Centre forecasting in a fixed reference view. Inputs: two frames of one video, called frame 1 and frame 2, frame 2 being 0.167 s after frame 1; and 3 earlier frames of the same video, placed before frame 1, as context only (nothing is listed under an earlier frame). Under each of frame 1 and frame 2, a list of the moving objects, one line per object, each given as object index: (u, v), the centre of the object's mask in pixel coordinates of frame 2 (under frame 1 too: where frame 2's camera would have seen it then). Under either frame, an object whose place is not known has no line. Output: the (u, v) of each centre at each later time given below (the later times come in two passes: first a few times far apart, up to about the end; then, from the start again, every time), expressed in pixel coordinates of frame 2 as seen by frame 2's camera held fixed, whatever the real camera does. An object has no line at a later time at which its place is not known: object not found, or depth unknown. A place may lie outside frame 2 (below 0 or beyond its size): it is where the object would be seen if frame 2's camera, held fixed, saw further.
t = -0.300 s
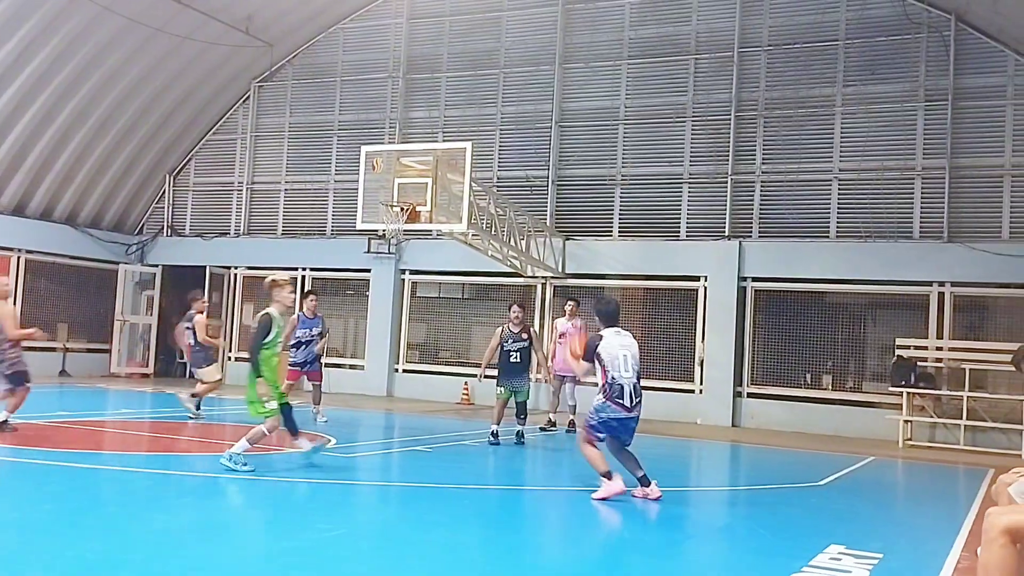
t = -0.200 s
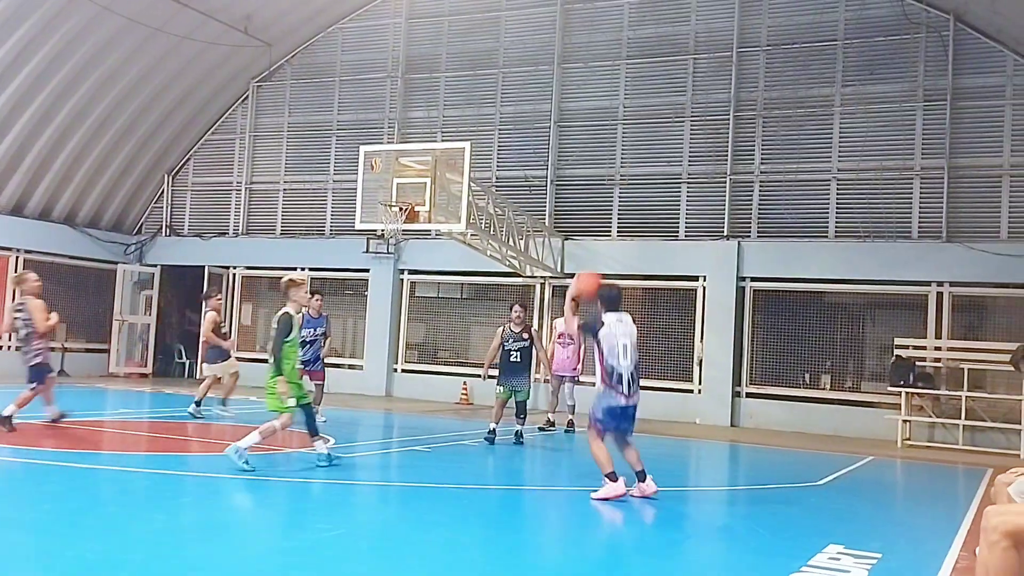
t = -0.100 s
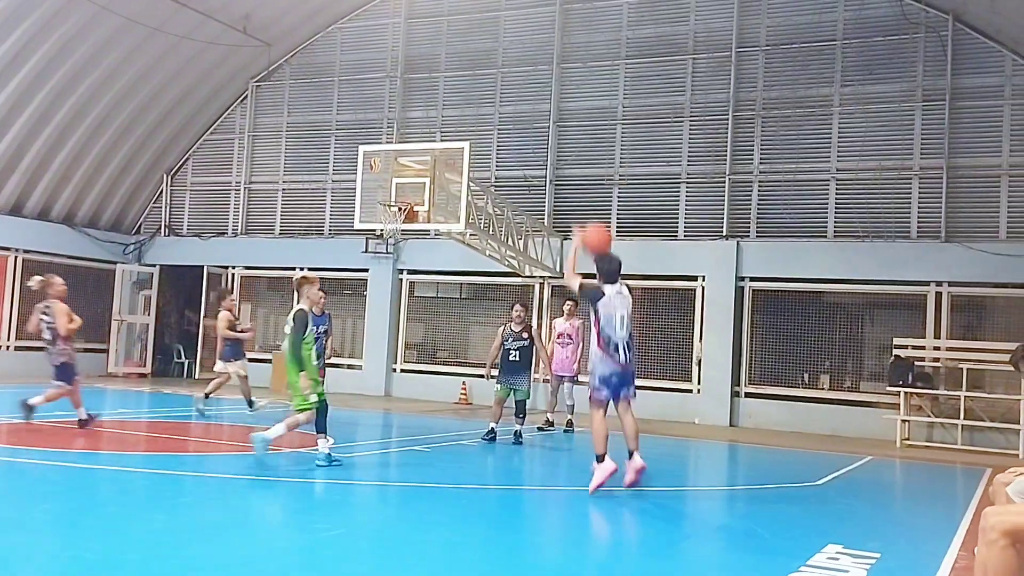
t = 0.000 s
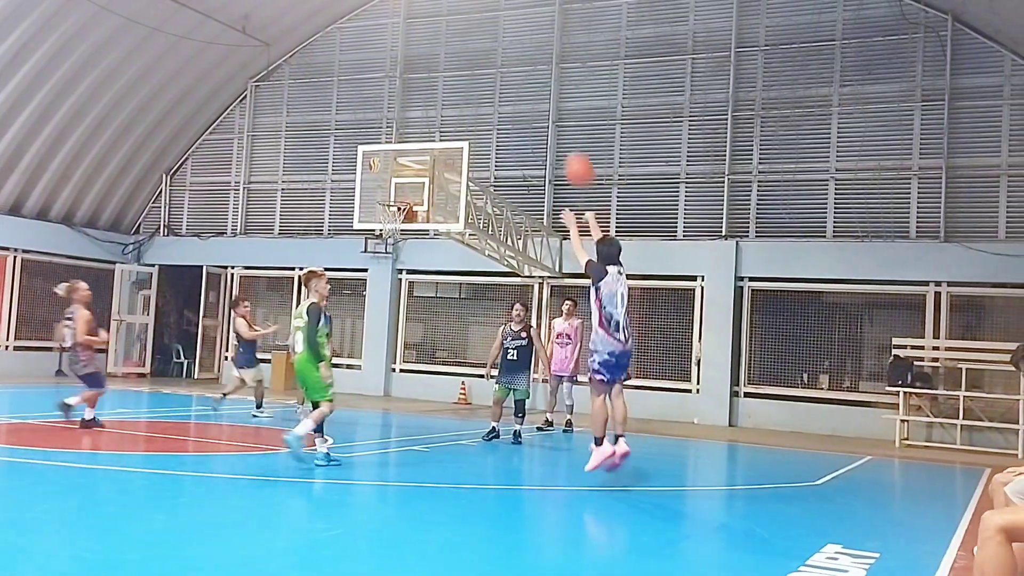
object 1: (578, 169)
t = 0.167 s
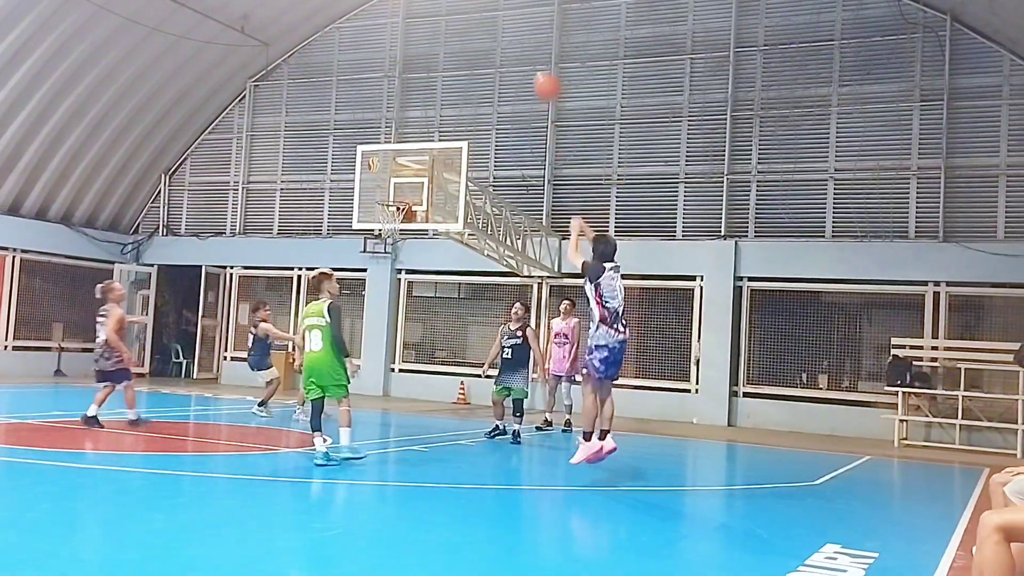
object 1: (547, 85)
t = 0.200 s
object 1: (541, 74)
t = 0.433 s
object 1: (505, 32)
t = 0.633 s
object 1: (478, 38)
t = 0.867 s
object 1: (450, 82)
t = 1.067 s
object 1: (427, 145)
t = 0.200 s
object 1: (541, 74)
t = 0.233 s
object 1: (535, 64)
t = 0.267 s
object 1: (531, 56)
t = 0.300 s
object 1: (524, 48)
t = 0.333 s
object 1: (520, 43)
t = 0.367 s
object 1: (515, 38)
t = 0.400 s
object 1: (510, 34)
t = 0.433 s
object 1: (505, 32)
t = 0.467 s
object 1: (501, 30)
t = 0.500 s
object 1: (496, 30)
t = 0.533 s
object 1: (492, 30)
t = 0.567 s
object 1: (488, 32)
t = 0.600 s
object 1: (483, 34)
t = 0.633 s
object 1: (478, 38)
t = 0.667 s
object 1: (473, 42)
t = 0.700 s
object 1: (469, 46)
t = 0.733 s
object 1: (465, 52)
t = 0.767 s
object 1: (462, 58)
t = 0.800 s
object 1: (458, 65)
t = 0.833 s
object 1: (453, 73)
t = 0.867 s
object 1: (450, 82)
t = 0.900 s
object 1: (445, 91)
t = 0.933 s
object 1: (442, 100)
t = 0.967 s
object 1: (438, 110)
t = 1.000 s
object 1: (435, 121)
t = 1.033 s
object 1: (431, 132)
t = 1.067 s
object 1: (427, 145)
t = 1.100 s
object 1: (425, 158)
